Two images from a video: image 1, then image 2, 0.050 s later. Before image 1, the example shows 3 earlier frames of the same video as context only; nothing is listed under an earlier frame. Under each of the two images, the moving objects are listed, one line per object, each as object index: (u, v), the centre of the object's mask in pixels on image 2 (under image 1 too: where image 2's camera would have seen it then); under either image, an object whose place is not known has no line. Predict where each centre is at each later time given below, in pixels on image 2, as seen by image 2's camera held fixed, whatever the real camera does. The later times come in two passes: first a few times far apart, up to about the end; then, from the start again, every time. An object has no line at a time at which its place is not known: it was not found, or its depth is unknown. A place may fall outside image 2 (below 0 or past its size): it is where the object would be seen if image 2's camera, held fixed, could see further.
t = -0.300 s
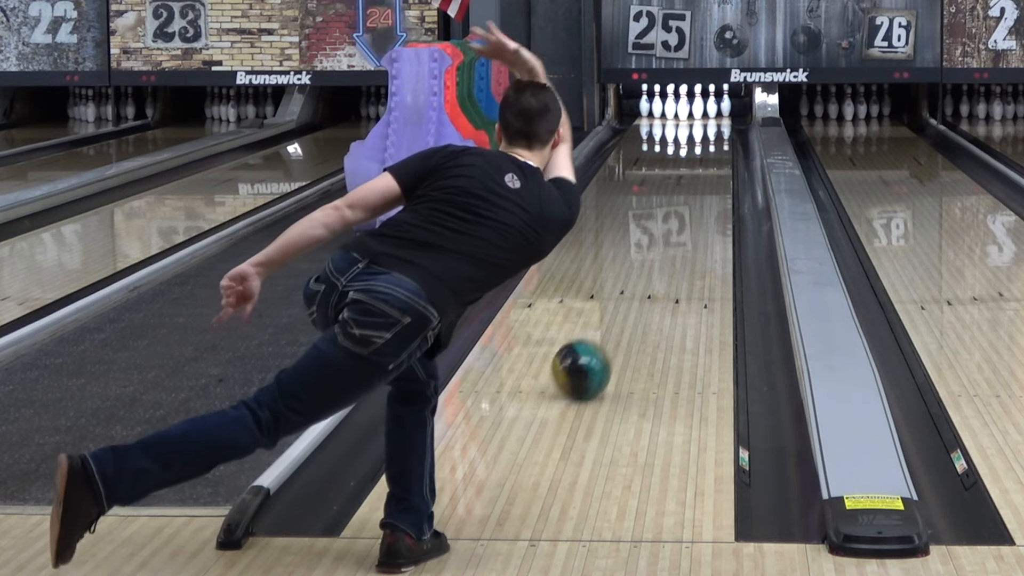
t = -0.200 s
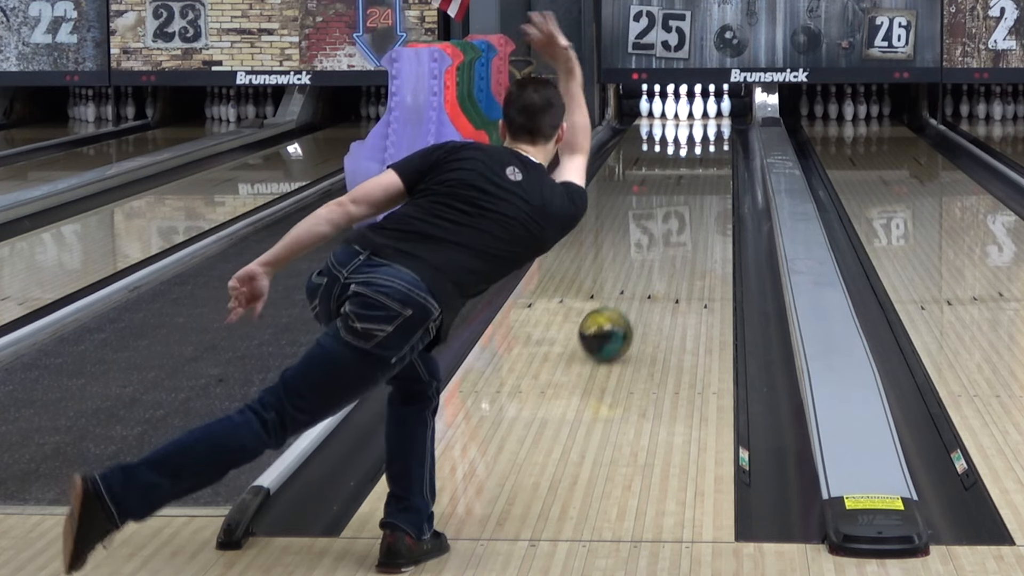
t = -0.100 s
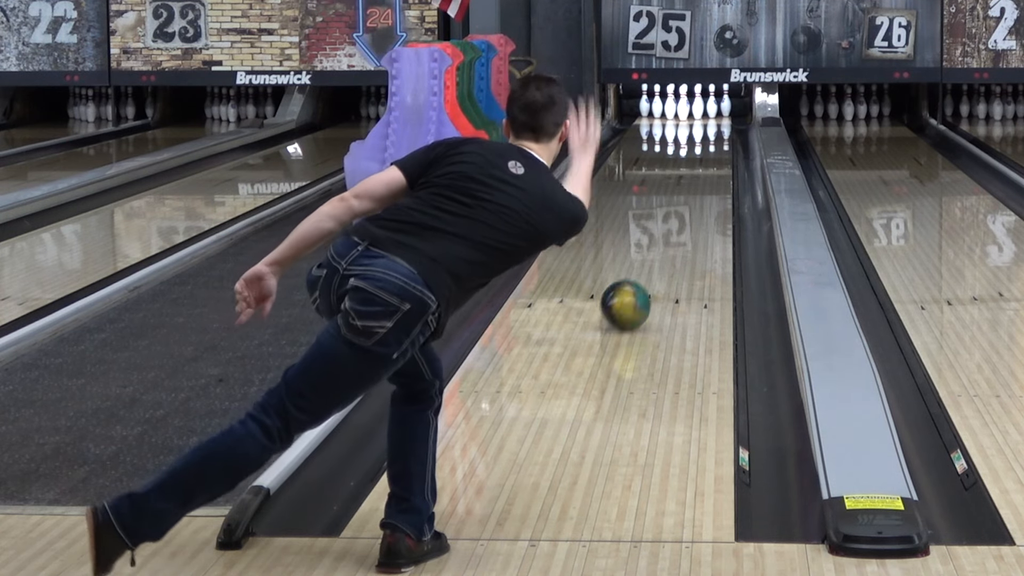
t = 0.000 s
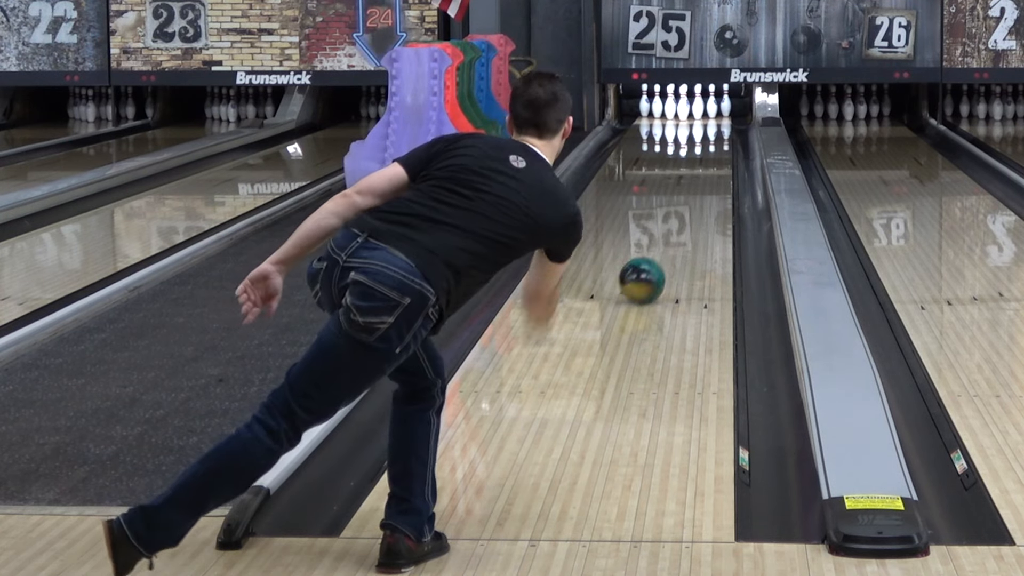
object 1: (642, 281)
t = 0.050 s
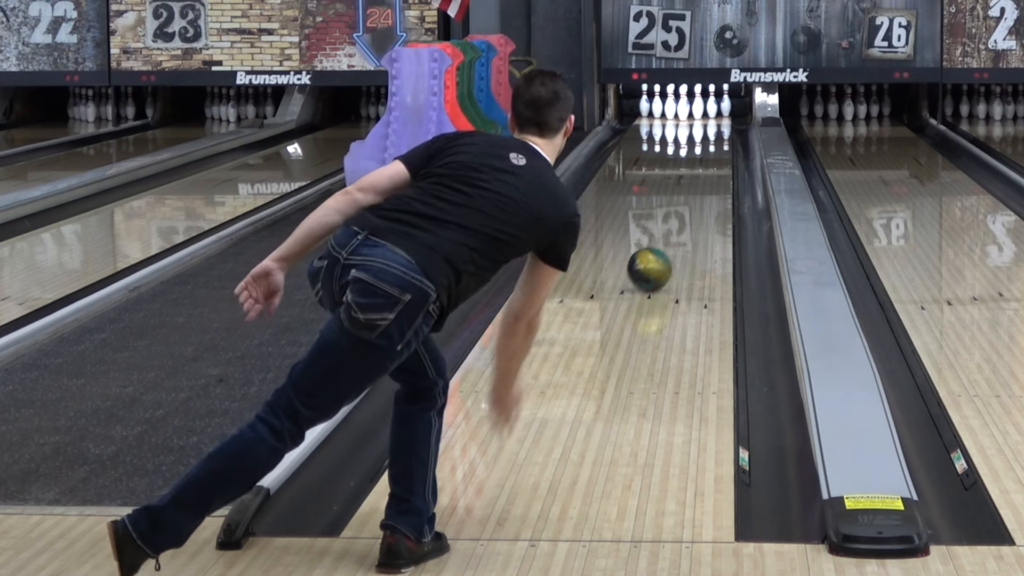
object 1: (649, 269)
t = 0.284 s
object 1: (676, 228)
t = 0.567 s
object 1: (697, 192)
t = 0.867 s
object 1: (712, 163)
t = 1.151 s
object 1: (717, 144)
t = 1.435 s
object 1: (712, 130)
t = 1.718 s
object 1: (697, 117)
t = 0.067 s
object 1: (651, 266)
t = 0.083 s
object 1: (654, 262)
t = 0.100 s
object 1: (656, 259)
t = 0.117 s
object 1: (658, 256)
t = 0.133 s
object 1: (660, 253)
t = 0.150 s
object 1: (662, 250)
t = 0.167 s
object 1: (664, 247)
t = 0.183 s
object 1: (666, 244)
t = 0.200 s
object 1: (667, 241)
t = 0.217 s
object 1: (669, 239)
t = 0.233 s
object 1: (671, 236)
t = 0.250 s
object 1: (673, 233)
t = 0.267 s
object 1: (674, 230)
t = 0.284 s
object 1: (676, 228)
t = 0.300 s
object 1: (678, 225)
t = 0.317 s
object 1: (679, 223)
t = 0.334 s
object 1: (680, 221)
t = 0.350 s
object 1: (682, 218)
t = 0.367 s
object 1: (683, 216)
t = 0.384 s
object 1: (684, 214)
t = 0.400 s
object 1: (686, 212)
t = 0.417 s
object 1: (688, 209)
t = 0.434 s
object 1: (689, 207)
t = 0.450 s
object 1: (690, 205)
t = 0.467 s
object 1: (690, 204)
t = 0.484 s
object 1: (692, 202)
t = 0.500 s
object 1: (693, 199)
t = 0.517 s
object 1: (693, 198)
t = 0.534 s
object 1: (695, 196)
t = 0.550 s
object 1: (697, 193)
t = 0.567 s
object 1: (697, 192)
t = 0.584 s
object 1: (699, 189)
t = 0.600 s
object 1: (699, 188)
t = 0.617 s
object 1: (700, 186)
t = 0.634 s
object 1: (701, 184)
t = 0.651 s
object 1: (702, 183)
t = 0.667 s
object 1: (703, 181)
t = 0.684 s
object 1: (704, 179)
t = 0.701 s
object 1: (705, 178)
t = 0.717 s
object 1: (706, 176)
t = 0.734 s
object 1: (706, 175)
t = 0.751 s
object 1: (707, 173)
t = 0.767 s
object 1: (708, 172)
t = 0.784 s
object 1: (709, 170)
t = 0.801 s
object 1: (709, 169)
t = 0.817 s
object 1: (710, 167)
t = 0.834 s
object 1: (710, 166)
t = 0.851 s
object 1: (712, 165)
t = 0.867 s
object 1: (712, 163)
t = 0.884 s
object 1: (712, 162)
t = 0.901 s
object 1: (712, 161)
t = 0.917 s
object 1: (713, 160)
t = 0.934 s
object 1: (713, 159)
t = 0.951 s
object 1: (715, 157)
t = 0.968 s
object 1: (714, 156)
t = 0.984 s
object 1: (715, 155)
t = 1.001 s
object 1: (716, 153)
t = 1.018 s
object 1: (715, 152)
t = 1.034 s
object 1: (716, 152)
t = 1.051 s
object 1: (716, 151)
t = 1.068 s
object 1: (715, 149)
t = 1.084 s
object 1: (717, 147)
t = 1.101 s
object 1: (717, 147)
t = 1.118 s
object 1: (717, 146)
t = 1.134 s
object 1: (718, 144)
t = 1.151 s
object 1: (717, 144)
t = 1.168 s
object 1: (717, 142)
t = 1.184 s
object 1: (717, 142)
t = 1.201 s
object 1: (717, 141)
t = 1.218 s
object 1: (717, 139)
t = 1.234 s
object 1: (717, 139)
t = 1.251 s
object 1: (717, 138)
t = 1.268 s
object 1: (717, 137)
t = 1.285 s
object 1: (717, 136)
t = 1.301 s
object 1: (716, 135)
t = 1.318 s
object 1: (716, 134)
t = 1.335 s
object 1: (716, 134)
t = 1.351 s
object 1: (715, 132)
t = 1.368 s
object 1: (715, 132)
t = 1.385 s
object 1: (714, 131)
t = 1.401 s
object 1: (714, 130)
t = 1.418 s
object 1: (713, 130)
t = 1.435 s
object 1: (712, 130)
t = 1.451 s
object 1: (712, 128)
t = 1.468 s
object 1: (711, 128)
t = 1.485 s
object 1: (710, 127)
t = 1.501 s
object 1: (710, 126)
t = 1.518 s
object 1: (709, 125)
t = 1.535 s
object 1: (708, 124)
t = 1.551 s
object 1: (708, 123)
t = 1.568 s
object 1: (707, 123)
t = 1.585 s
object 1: (706, 122)
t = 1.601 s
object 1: (705, 121)
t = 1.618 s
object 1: (704, 121)
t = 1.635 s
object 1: (703, 120)
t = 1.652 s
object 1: (702, 120)
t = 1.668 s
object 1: (701, 119)
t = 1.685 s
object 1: (700, 118)
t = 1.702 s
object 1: (699, 118)
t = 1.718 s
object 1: (697, 117)
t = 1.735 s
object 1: (697, 116)
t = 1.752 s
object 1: (695, 116)
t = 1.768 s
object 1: (694, 115)
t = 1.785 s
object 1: (693, 115)
